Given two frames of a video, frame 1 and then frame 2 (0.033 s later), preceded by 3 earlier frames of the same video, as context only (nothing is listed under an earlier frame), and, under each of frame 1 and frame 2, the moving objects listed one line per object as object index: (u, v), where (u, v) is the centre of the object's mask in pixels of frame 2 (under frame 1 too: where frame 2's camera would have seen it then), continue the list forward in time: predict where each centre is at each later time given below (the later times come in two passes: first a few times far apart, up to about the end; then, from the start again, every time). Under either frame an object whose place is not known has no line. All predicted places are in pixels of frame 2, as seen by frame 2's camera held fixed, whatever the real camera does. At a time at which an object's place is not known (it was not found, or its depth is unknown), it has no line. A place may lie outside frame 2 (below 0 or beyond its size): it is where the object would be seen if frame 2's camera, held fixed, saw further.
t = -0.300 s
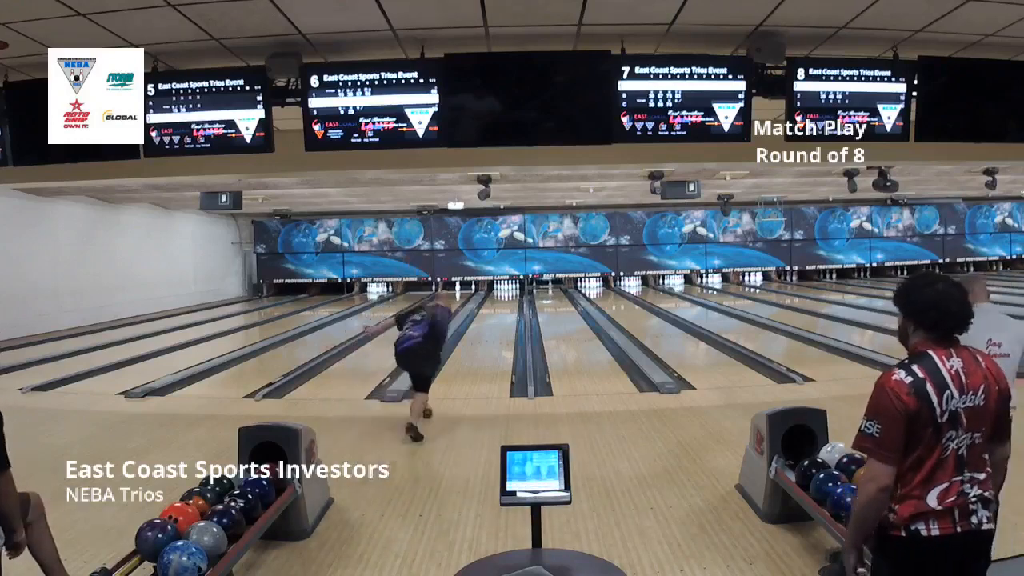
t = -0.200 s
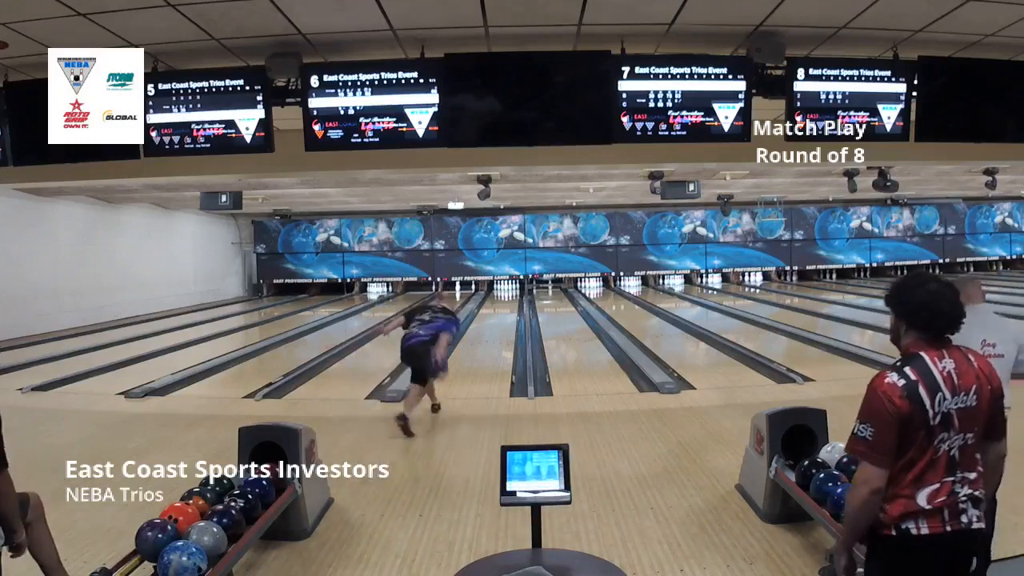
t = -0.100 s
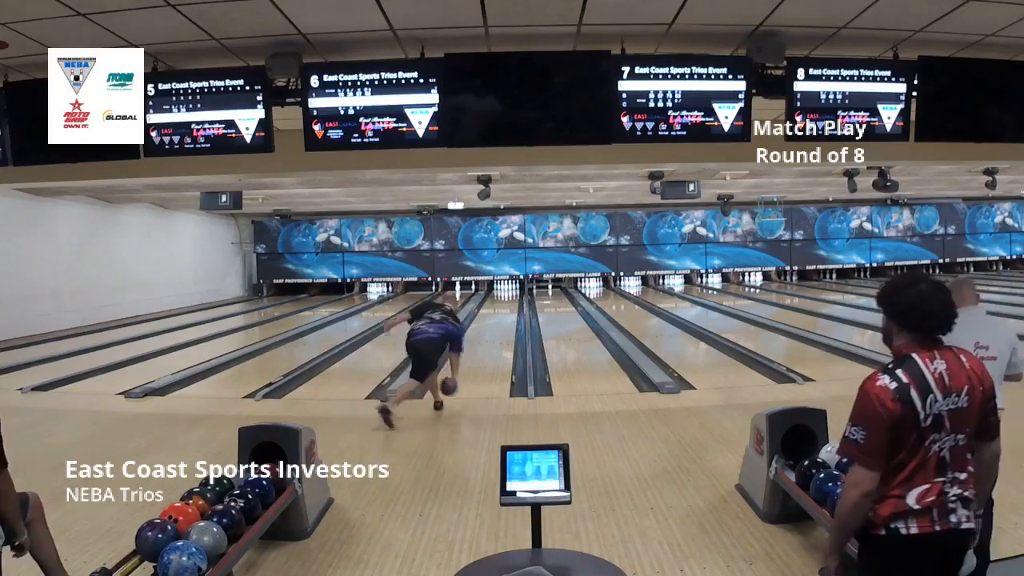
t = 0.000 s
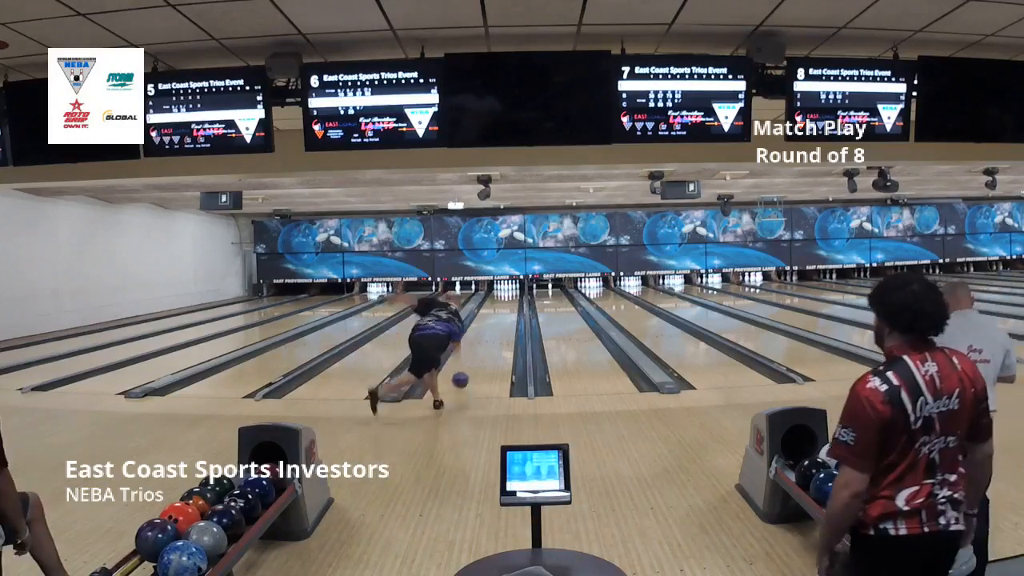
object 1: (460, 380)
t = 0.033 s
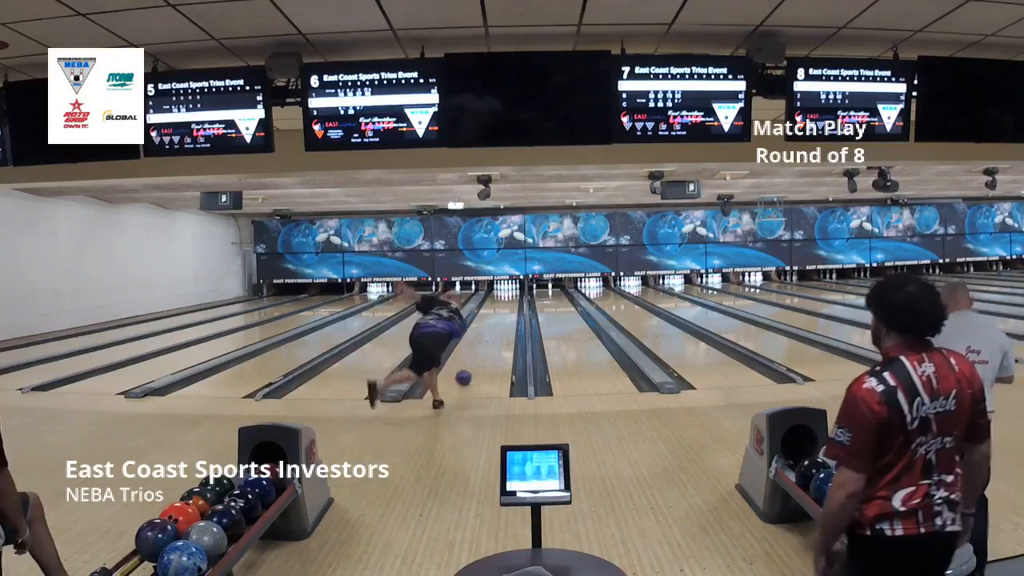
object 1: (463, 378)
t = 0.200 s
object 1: (476, 360)
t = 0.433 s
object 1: (488, 340)
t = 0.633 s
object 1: (496, 328)
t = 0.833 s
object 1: (502, 318)
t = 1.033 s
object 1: (506, 311)
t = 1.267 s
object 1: (509, 304)
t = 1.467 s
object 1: (511, 300)
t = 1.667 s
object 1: (512, 296)
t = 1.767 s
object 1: (511, 294)
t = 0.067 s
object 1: (466, 375)
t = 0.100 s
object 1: (469, 371)
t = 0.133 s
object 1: (471, 367)
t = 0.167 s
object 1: (474, 364)
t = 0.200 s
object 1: (476, 360)
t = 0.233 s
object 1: (478, 357)
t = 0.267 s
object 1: (480, 354)
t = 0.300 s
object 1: (482, 350)
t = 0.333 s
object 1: (484, 348)
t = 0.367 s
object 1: (485, 345)
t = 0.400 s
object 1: (487, 342)
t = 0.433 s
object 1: (488, 340)
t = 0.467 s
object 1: (490, 338)
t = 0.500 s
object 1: (491, 336)
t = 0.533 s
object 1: (493, 334)
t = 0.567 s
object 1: (494, 332)
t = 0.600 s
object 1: (495, 330)
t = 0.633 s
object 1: (496, 328)
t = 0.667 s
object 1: (497, 326)
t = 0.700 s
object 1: (498, 325)
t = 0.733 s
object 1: (499, 323)
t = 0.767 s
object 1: (500, 322)
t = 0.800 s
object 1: (501, 320)
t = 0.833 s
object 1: (502, 318)
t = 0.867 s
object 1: (502, 317)
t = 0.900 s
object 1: (503, 316)
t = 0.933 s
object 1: (504, 315)
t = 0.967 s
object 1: (504, 313)
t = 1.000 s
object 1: (505, 312)
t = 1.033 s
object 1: (506, 311)
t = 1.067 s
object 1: (506, 310)
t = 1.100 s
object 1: (507, 309)
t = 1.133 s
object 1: (507, 308)
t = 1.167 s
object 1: (508, 307)
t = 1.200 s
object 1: (508, 306)
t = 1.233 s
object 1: (508, 305)
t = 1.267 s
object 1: (509, 304)
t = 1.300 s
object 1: (509, 303)
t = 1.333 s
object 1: (510, 303)
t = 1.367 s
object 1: (510, 302)
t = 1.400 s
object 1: (510, 301)
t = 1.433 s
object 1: (511, 300)
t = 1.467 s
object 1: (511, 300)
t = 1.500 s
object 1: (511, 299)
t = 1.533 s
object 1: (510, 298)
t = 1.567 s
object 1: (511, 297)
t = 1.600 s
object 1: (511, 297)
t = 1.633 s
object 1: (511, 296)
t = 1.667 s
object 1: (512, 296)
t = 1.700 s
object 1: (512, 295)
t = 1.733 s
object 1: (512, 295)
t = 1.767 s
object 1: (511, 294)
